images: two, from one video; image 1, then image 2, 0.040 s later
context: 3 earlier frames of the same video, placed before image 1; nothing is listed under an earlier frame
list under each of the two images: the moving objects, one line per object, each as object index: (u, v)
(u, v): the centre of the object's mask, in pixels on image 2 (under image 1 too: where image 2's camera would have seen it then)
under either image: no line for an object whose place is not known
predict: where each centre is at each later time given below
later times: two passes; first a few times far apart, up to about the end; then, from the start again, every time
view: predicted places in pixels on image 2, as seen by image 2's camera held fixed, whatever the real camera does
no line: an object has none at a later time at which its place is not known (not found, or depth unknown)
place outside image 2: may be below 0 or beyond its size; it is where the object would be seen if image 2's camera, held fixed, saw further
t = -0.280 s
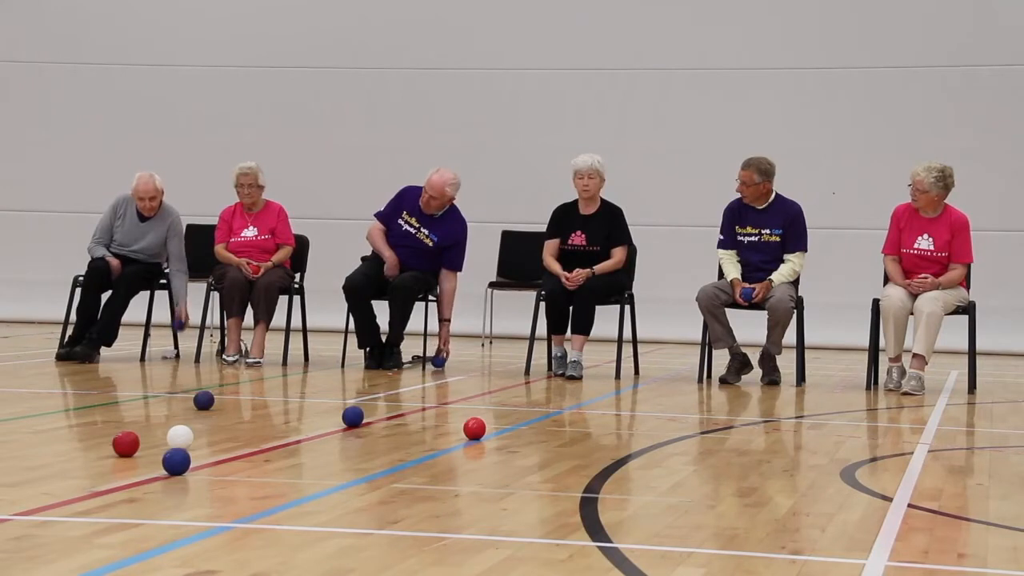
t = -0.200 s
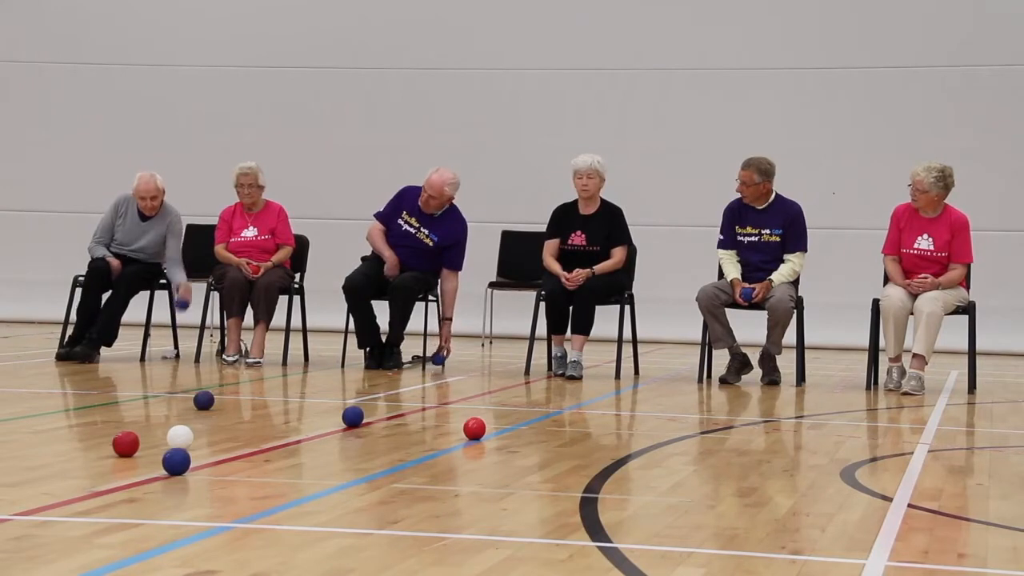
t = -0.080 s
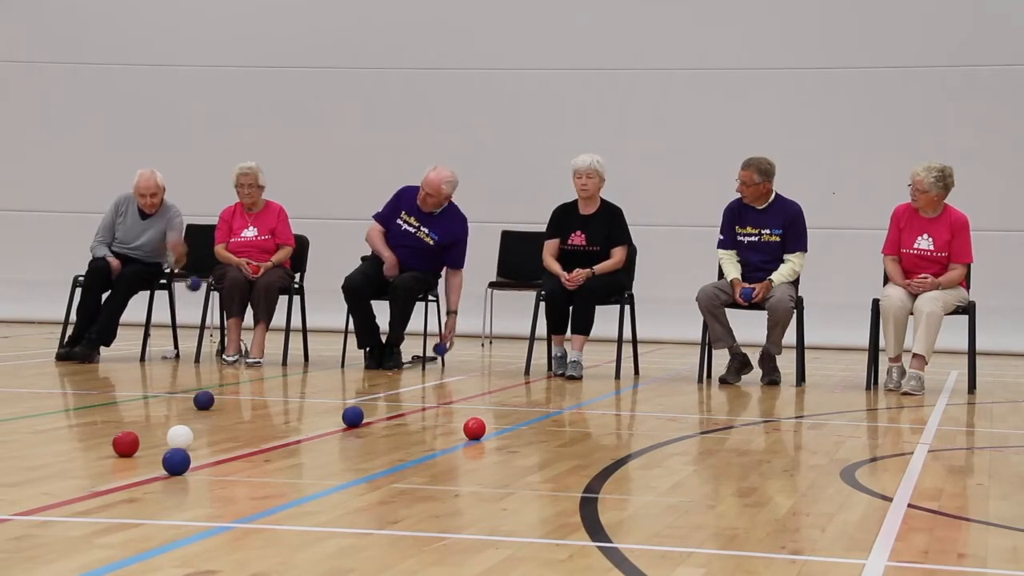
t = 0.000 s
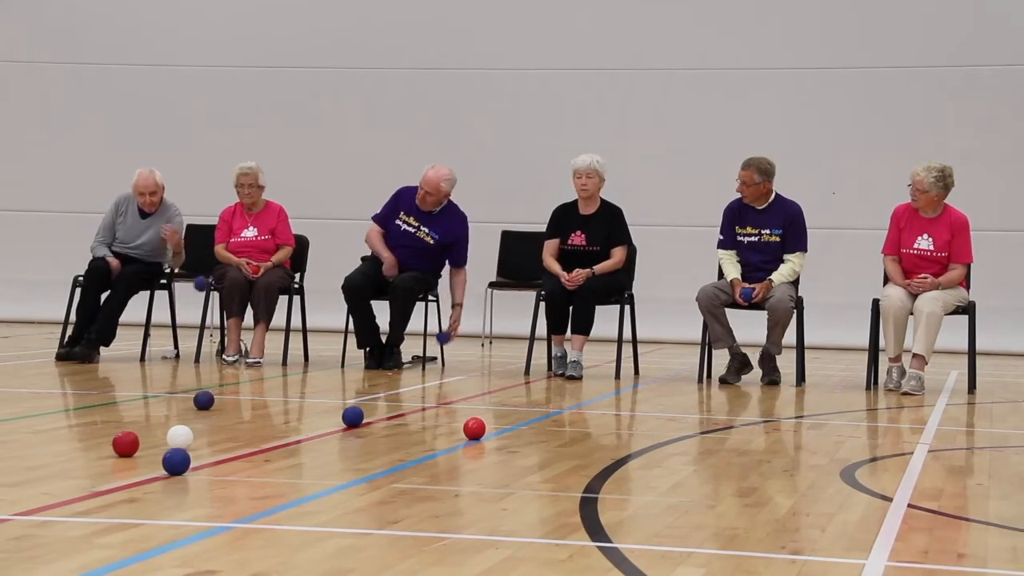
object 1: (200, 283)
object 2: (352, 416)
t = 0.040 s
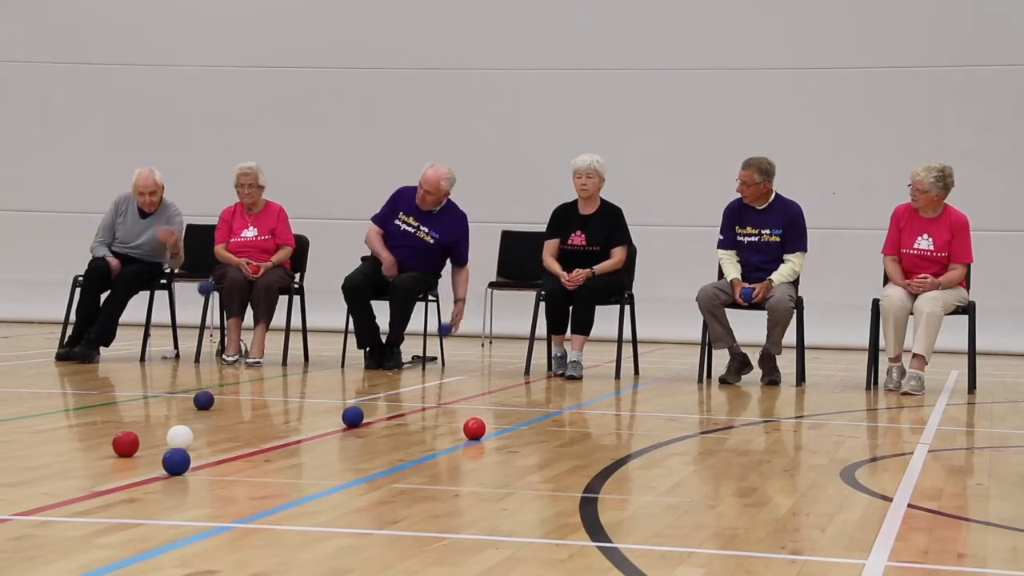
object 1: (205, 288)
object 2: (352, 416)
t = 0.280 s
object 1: (230, 377)
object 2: (352, 416)
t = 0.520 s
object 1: (251, 386)
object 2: (352, 416)
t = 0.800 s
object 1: (277, 394)
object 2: (352, 416)
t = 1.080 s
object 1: (301, 401)
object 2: (352, 416)
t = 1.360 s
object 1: (328, 412)
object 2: (353, 416)
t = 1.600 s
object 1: (319, 417)
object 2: (357, 417)
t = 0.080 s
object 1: (209, 295)
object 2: (352, 416)
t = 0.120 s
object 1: (213, 307)
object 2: (352, 416)
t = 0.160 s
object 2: (352, 416)
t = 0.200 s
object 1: (222, 339)
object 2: (352, 416)
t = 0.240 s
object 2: (352, 416)
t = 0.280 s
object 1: (230, 377)
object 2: (352, 416)
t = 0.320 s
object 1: (234, 371)
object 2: (352, 416)
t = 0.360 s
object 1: (237, 367)
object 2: (352, 416)
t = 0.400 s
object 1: (240, 368)
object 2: (352, 416)
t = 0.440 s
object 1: (244, 370)
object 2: (352, 416)
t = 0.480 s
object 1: (248, 377)
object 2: (352, 416)
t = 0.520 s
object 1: (251, 386)
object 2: (352, 416)
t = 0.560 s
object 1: (255, 384)
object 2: (352, 416)
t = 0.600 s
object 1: (258, 384)
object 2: (352, 416)
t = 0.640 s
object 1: (262, 388)
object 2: (352, 416)
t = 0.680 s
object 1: (265, 390)
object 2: (352, 416)
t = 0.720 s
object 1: (269, 391)
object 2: (352, 416)
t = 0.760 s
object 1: (273, 393)
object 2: (352, 416)
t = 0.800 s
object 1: (277, 394)
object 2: (352, 416)
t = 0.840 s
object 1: (280, 395)
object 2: (352, 416)
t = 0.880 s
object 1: (284, 397)
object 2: (352, 416)
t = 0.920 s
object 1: (287, 398)
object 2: (352, 416)
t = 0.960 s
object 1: (290, 398)
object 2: (352, 416)
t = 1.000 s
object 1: (293, 398)
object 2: (352, 416)
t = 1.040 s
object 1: (297, 400)
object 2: (352, 416)
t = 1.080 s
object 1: (301, 401)
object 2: (352, 416)
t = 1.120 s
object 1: (305, 402)
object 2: (352, 416)
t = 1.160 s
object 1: (309, 405)
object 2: (352, 416)
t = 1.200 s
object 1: (313, 407)
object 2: (352, 416)
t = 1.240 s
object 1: (317, 408)
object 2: (352, 416)
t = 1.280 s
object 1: (321, 409)
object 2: (352, 416)
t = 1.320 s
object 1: (324, 411)
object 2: (352, 416)
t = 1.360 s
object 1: (328, 412)
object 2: (353, 416)
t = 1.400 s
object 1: (331, 413)
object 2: (353, 416)
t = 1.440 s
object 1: (334, 414)
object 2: (353, 416)
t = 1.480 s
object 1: (331, 412)
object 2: (354, 416)
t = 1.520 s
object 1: (327, 413)
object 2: (355, 416)
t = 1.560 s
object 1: (323, 417)
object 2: (356, 417)
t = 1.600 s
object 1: (319, 417)
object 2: (357, 417)
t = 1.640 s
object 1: (316, 418)
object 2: (358, 417)
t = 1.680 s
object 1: (313, 418)
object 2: (359, 417)
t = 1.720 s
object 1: (309, 419)
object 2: (360, 417)
